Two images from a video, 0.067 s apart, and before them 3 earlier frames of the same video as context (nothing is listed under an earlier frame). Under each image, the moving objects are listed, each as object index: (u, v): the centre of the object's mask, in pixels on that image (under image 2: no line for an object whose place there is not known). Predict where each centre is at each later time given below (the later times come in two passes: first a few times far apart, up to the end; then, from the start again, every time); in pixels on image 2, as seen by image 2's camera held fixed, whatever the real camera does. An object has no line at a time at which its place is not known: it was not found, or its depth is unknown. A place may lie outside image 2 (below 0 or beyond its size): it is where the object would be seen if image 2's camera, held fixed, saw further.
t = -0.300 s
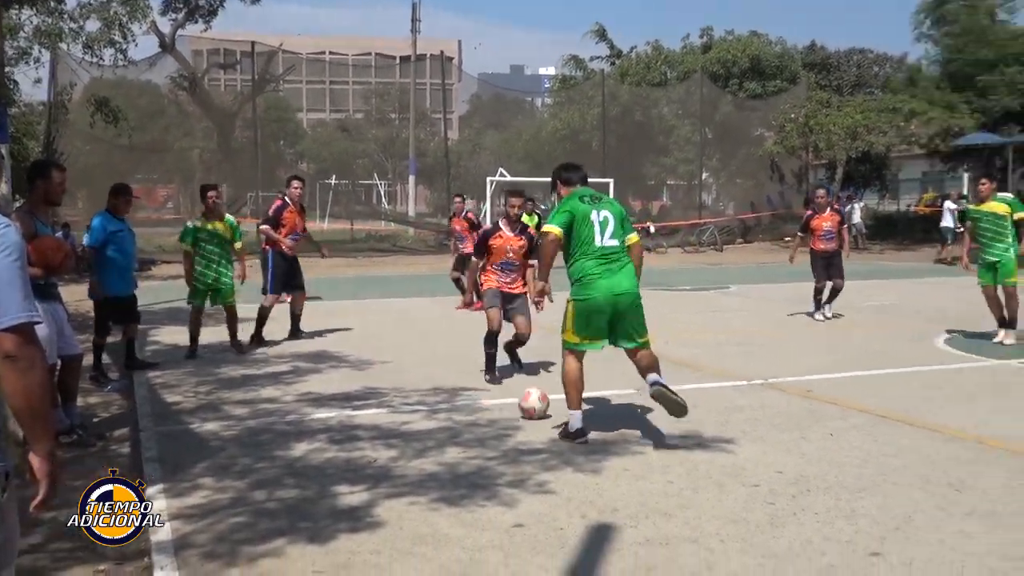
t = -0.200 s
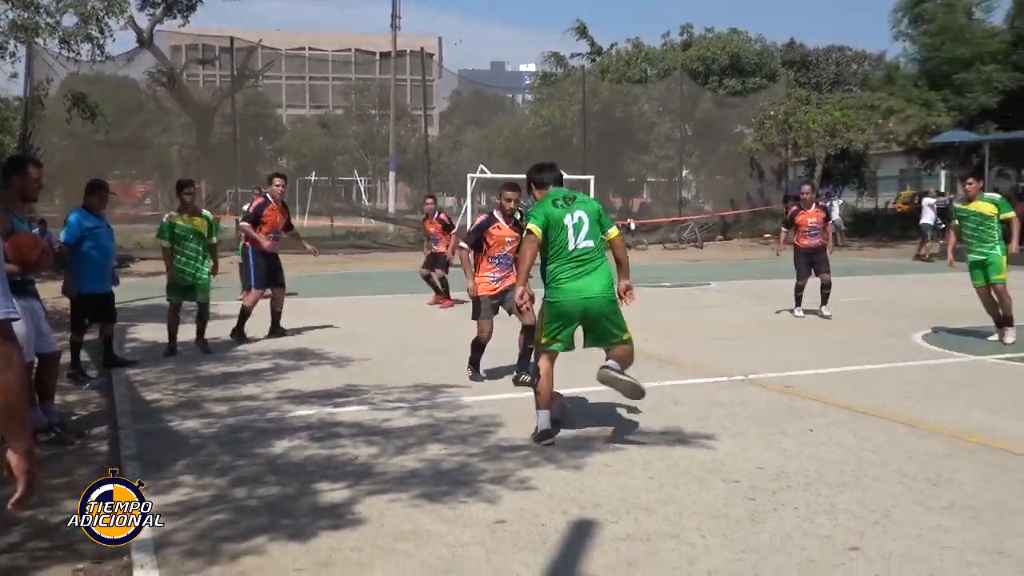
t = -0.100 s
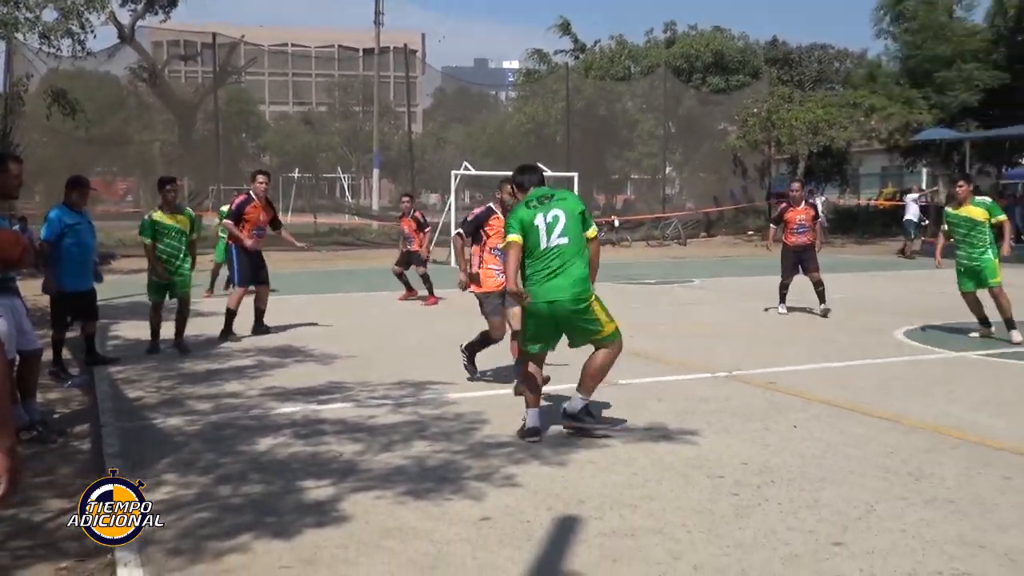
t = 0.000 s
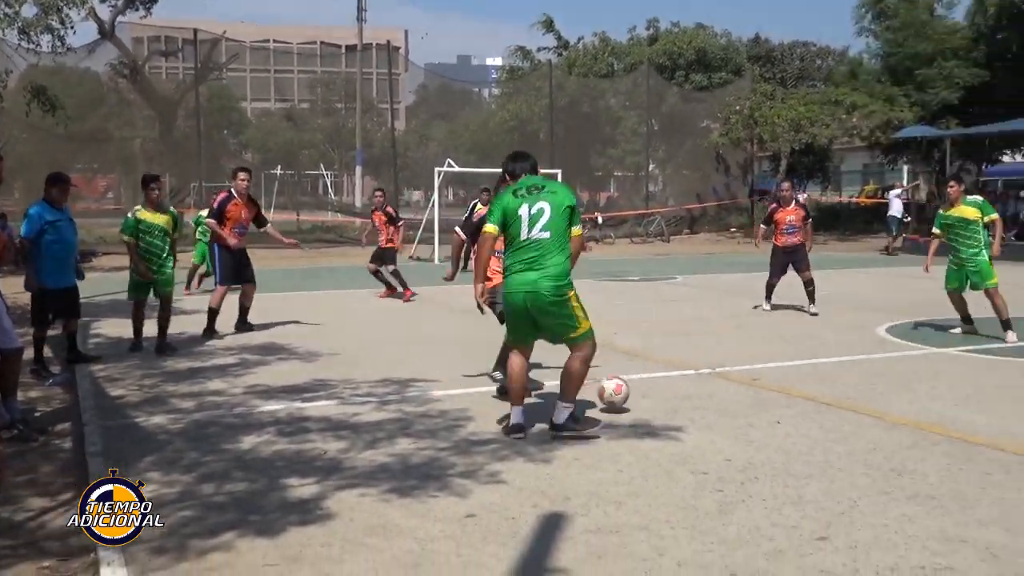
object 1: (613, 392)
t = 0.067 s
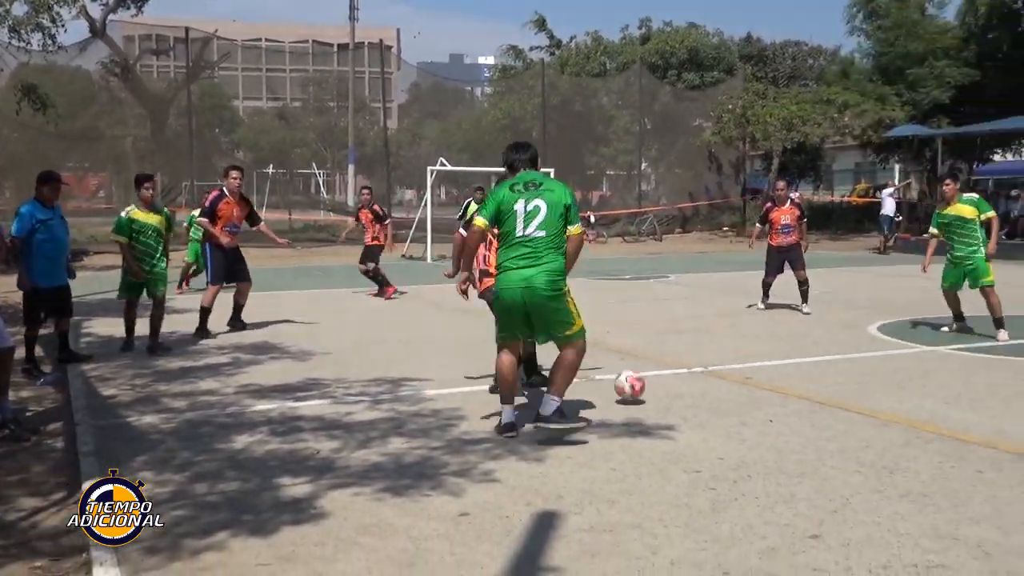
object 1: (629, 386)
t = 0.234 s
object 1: (688, 369)
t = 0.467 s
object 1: (754, 358)
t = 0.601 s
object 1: (783, 352)
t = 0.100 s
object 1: (644, 385)
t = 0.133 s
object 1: (657, 381)
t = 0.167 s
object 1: (670, 374)
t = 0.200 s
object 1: (683, 371)
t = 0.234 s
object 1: (688, 369)
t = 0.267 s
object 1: (700, 367)
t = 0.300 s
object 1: (710, 367)
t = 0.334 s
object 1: (721, 363)
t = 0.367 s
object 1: (730, 360)
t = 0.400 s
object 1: (735, 359)
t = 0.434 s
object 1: (745, 358)
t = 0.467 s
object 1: (754, 358)
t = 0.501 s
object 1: (762, 356)
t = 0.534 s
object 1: (771, 354)
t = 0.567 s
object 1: (775, 353)
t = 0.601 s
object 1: (783, 352)
